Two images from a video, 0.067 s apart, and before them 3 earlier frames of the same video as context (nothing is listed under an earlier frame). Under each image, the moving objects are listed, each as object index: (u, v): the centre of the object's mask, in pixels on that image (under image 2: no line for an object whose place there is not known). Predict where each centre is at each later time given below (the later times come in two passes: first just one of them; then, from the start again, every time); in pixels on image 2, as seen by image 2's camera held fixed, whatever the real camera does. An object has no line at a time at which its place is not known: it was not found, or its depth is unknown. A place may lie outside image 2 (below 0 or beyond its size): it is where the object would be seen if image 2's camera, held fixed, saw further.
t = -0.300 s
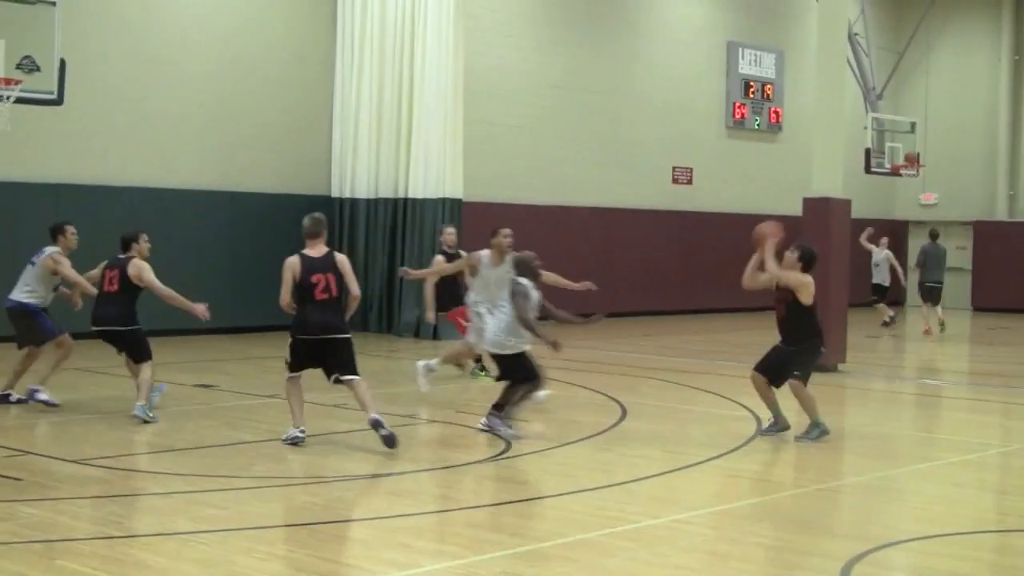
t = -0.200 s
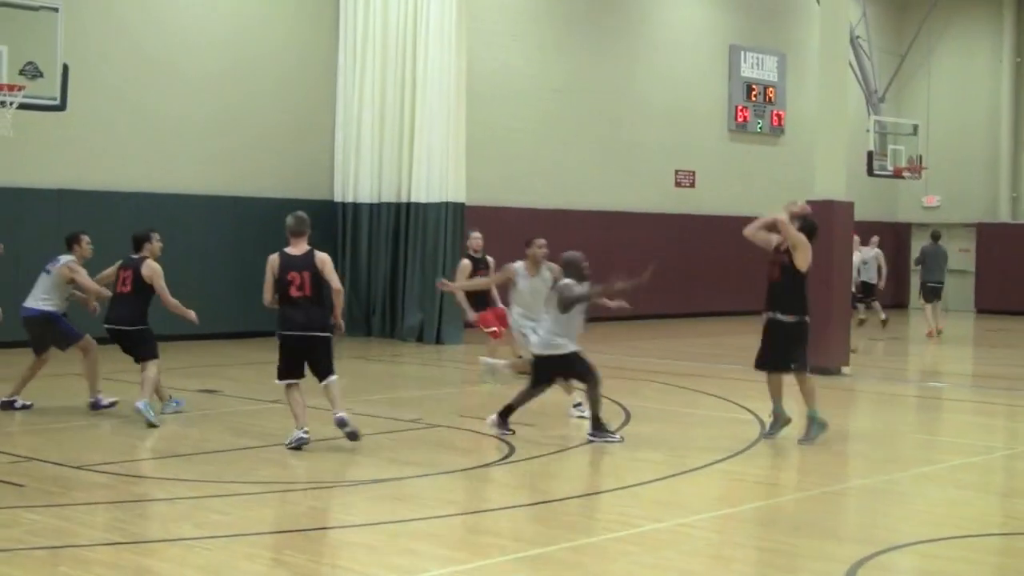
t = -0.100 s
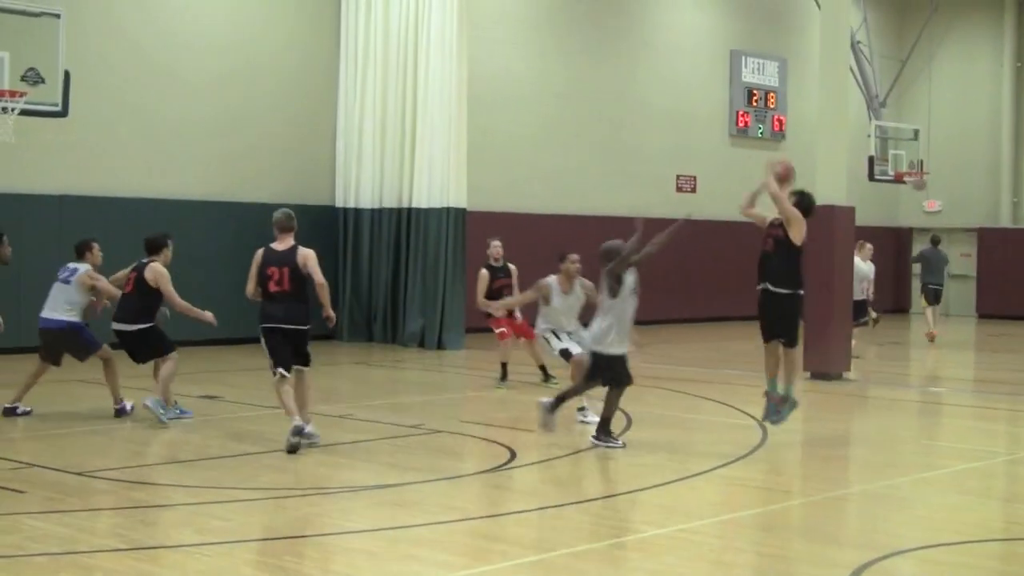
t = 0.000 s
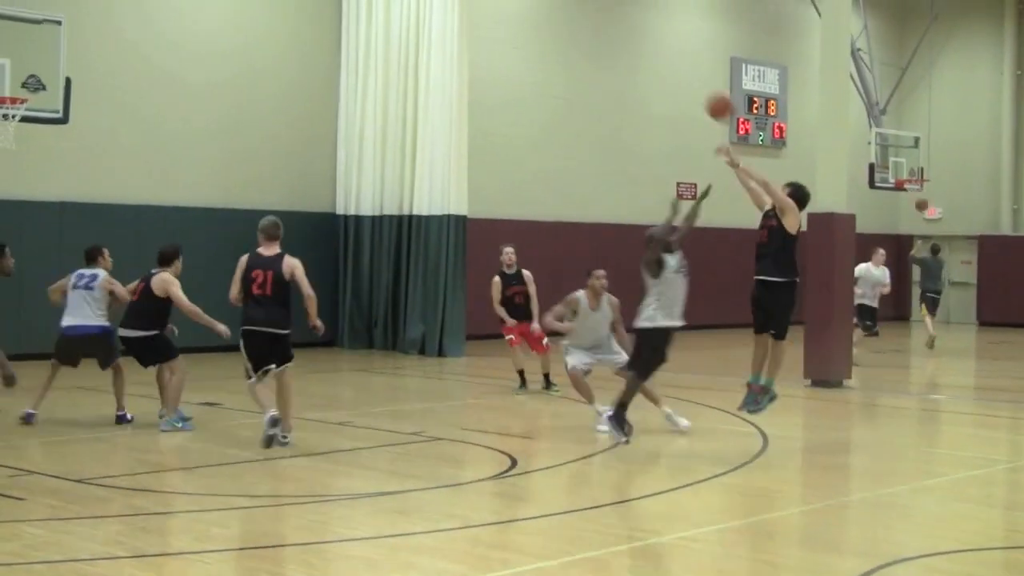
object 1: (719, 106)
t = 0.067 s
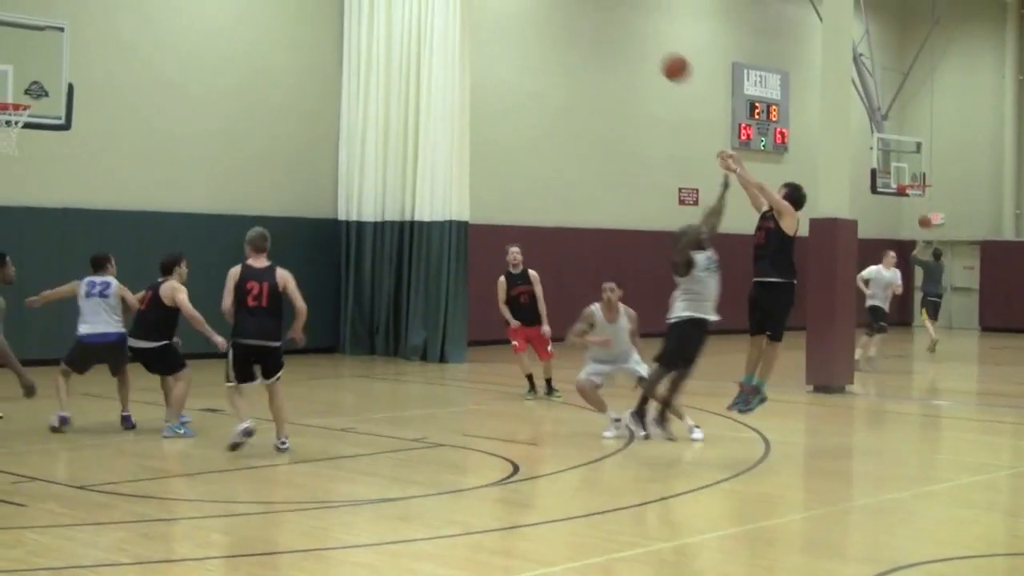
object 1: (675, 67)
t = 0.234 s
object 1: (559, -13)
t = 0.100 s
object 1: (652, 47)
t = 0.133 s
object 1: (628, 28)
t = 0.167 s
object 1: (606, 10)
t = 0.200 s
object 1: (582, -3)
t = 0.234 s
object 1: (559, -13)
